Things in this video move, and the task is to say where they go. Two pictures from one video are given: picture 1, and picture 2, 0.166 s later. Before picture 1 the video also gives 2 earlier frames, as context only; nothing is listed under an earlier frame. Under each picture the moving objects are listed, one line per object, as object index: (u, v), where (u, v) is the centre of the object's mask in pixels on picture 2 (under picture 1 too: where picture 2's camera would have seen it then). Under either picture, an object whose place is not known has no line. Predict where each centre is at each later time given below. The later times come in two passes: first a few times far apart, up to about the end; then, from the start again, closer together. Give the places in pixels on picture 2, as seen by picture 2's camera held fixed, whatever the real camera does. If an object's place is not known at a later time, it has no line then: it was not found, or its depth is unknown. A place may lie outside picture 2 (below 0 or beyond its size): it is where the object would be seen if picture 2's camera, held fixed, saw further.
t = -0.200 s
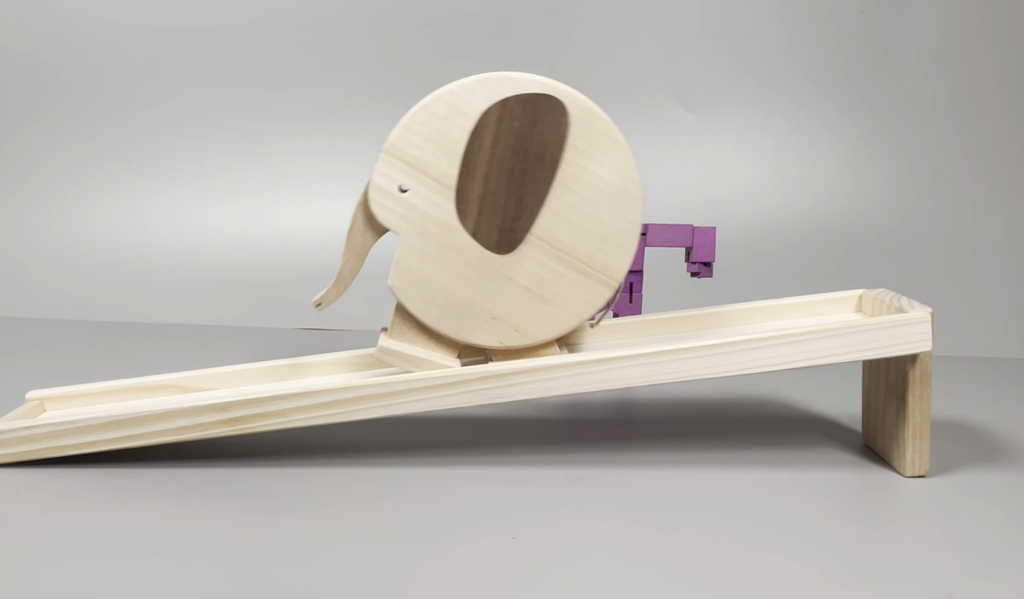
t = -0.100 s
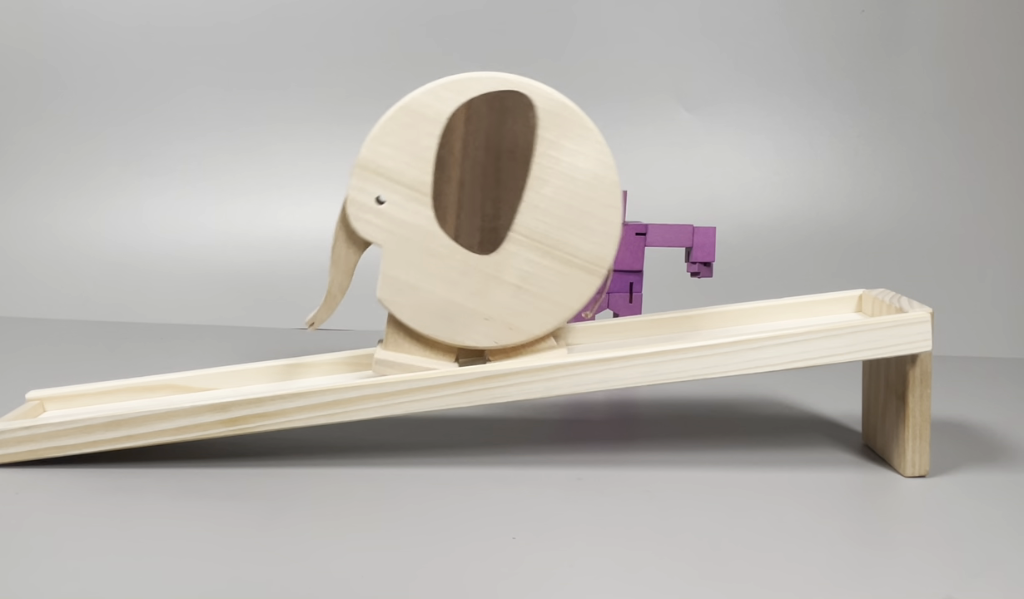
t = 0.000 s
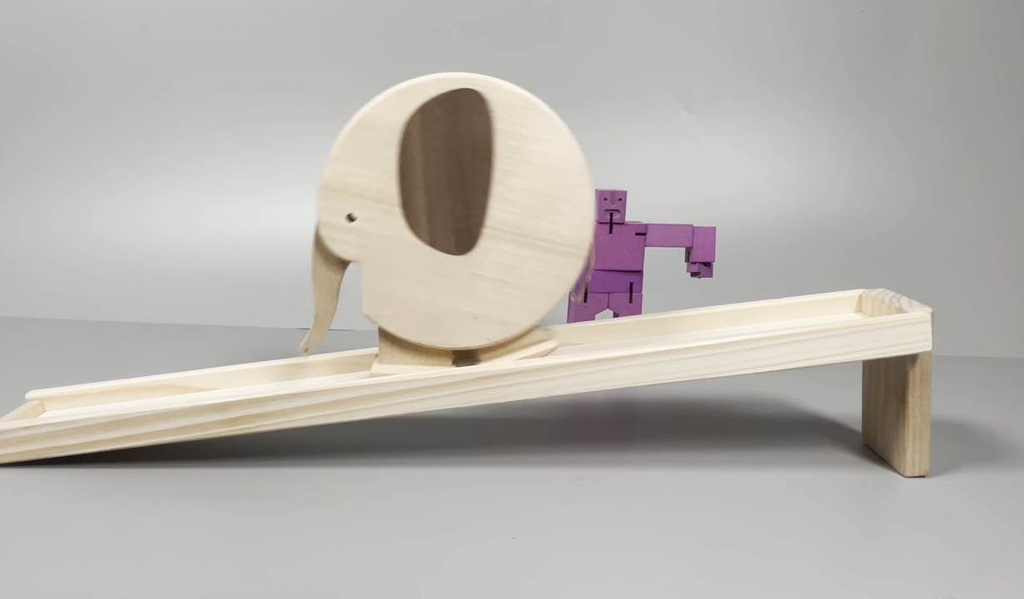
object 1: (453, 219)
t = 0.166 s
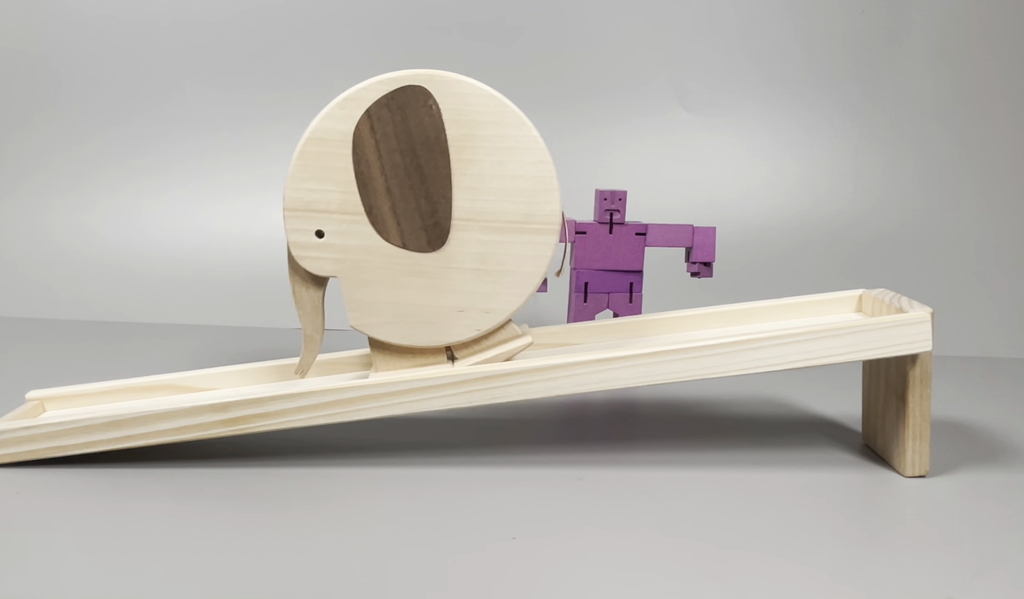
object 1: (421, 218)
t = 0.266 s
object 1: (430, 218)
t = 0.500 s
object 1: (470, 225)
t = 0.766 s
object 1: (441, 225)
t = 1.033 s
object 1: (384, 223)
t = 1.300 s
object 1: (433, 226)
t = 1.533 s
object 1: (421, 230)
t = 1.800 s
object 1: (358, 229)
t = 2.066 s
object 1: (374, 228)
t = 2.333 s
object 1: (393, 234)
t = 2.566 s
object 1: (348, 235)
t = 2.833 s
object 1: (316, 233)
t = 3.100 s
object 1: (357, 239)
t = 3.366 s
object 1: (329, 239)
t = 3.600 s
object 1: (277, 237)
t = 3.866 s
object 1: (317, 238)
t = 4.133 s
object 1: (311, 243)
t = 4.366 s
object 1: (258, 242)
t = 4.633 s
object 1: (255, 242)
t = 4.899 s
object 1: (287, 247)
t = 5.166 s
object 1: (240, 248)
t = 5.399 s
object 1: (204, 246)
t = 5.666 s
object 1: (252, 251)
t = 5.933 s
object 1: (227, 252)
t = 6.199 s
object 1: (168, 250)
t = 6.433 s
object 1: (206, 250)
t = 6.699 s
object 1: (209, 256)
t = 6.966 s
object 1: (148, 255)
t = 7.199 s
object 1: (147, 255)
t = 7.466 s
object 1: (184, 259)
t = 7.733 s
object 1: (140, 261)
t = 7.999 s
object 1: (116, 258)
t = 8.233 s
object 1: (148, 262)
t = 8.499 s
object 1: (132, 263)
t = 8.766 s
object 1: (97, 264)
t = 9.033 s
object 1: (120, 263)
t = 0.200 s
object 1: (422, 218)
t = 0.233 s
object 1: (425, 218)
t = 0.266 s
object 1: (430, 218)
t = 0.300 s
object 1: (438, 219)
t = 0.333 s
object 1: (447, 218)
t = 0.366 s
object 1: (456, 218)
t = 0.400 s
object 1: (464, 219)
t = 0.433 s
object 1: (470, 221)
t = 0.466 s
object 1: (472, 223)
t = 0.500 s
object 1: (470, 225)
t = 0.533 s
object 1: (471, 224)
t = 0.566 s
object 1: (471, 224)
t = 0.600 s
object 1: (468, 224)
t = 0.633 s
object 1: (464, 225)
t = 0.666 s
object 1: (459, 225)
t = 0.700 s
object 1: (453, 225)
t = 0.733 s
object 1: (447, 225)
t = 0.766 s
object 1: (441, 225)
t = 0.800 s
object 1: (434, 225)
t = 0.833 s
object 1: (425, 226)
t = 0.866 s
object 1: (416, 225)
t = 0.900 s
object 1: (407, 224)
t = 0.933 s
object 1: (398, 224)
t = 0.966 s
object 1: (391, 224)
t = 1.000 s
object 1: (386, 224)
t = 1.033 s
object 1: (384, 223)
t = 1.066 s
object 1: (385, 223)
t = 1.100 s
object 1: (388, 223)
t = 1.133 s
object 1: (393, 224)
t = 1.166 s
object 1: (401, 224)
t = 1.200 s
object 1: (409, 224)
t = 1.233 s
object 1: (417, 224)
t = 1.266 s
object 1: (426, 224)
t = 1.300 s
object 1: (433, 226)
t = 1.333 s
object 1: (435, 227)
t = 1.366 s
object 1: (434, 230)
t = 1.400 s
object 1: (434, 229)
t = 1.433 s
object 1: (434, 229)
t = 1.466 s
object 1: (432, 230)
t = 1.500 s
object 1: (427, 230)
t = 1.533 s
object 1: (421, 230)
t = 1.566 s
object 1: (415, 230)
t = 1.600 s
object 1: (409, 230)
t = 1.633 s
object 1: (403, 230)
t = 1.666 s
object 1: (396, 230)
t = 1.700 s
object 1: (387, 230)
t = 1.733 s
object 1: (377, 230)
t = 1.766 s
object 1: (367, 229)
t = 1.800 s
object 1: (358, 229)
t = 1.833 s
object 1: (351, 228)
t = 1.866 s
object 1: (347, 228)
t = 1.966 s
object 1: (351, 228)
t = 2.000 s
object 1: (357, 228)
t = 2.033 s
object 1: (365, 228)
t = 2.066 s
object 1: (374, 228)
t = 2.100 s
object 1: (383, 228)
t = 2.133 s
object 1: (392, 229)
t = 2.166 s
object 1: (397, 231)
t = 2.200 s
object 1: (398, 232)
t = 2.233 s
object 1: (396, 234)
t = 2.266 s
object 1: (397, 234)
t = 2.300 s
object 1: (396, 234)
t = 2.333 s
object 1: (393, 234)
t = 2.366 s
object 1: (388, 234)
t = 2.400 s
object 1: (383, 235)
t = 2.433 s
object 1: (377, 234)
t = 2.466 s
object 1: (371, 234)
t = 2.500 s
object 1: (365, 235)
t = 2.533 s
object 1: (357, 235)
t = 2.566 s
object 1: (348, 235)
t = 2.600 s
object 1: (339, 234)
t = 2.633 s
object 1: (329, 233)
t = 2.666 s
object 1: (321, 233)
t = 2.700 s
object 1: (315, 233)
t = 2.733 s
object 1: (312, 233)
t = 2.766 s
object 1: (311, 233)
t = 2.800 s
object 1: (313, 233)
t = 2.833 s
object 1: (316, 233)
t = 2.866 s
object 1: (322, 233)
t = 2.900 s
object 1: (330, 233)
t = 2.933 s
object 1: (338, 233)
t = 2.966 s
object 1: (346, 233)
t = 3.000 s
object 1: (354, 235)
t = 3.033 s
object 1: (358, 236)
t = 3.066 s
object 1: (358, 238)
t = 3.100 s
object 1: (357, 239)
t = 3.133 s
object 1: (358, 239)
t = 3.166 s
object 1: (358, 238)
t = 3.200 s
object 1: (355, 239)
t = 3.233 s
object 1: (351, 239)
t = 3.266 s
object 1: (346, 239)
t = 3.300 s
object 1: (341, 239)
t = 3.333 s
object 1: (335, 239)
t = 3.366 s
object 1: (329, 239)
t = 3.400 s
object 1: (322, 239)
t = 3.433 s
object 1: (314, 240)
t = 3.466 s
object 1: (305, 239)
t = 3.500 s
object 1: (295, 238)
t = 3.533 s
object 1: (288, 237)
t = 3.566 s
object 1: (281, 237)
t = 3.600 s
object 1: (277, 237)
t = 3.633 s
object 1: (275, 237)
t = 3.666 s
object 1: (276, 237)
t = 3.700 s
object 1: (279, 237)
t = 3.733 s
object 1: (285, 237)
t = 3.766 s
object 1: (292, 238)
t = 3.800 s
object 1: (300, 238)
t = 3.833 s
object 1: (308, 238)
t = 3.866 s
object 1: (317, 238)
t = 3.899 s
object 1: (322, 239)
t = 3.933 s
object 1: (324, 242)
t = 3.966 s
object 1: (322, 244)
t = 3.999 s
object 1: (323, 243)
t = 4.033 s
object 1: (323, 243)
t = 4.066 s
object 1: (320, 243)
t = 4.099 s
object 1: (316, 244)
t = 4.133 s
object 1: (311, 243)
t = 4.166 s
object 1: (305, 244)
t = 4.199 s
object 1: (299, 243)
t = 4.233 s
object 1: (293, 243)
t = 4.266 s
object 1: (285, 243)
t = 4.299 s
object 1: (277, 244)
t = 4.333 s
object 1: (267, 243)
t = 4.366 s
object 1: (258, 242)
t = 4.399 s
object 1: (250, 242)
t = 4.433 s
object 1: (244, 242)
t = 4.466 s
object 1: (240, 241)
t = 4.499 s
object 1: (239, 241)
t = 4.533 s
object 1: (240, 242)
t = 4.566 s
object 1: (243, 242)
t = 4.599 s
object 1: (248, 242)
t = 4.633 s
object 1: (255, 242)
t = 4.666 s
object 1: (263, 242)
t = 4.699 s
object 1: (272, 242)
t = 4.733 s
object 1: (280, 243)
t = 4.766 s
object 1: (285, 245)
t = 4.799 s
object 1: (287, 246)
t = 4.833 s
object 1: (286, 248)
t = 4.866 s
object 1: (288, 247)
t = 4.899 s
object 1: (287, 247)
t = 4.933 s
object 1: (284, 247)
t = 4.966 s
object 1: (280, 248)
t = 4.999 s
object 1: (275, 248)
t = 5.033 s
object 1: (269, 248)
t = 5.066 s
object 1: (263, 248)
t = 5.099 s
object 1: (256, 248)
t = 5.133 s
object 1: (249, 248)
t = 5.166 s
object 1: (240, 248)
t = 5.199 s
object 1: (230, 247)
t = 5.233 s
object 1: (221, 246)
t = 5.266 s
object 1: (213, 246)
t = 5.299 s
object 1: (207, 246)
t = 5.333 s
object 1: (204, 246)
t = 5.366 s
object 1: (203, 246)
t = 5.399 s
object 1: (204, 246)
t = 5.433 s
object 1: (208, 246)
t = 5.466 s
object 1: (215, 246)
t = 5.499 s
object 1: (222, 246)
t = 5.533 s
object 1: (230, 246)
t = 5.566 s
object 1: (239, 246)
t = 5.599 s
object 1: (247, 247)
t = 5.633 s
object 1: (251, 249)
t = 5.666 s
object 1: (252, 251)
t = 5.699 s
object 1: (251, 251)
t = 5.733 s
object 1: (253, 251)
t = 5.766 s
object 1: (252, 251)
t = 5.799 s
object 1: (249, 252)
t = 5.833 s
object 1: (244, 252)
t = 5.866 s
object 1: (239, 252)
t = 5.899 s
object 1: (233, 252)
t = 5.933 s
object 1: (227, 252)
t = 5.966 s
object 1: (220, 252)
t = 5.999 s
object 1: (212, 252)
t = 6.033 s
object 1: (202, 252)
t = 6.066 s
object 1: (193, 251)
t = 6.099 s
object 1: (184, 251)
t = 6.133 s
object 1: (176, 250)
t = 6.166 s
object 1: (171, 250)
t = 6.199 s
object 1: (168, 250)
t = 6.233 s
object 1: (168, 250)
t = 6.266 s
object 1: (170, 250)
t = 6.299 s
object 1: (174, 250)
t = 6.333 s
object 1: (181, 251)
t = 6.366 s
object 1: (189, 250)
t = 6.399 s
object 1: (197, 250)
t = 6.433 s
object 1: (206, 250)
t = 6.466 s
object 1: (212, 252)
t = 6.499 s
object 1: (215, 253)
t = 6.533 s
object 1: (215, 256)
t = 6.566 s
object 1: (217, 256)
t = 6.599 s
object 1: (218, 255)
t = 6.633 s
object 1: (217, 255)
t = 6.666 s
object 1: (213, 256)
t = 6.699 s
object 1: (209, 256)
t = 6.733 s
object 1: (203, 256)
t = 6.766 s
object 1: (197, 256)
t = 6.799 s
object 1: (191, 256)
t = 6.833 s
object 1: (185, 256)
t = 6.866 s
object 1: (176, 257)
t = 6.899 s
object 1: (167, 256)
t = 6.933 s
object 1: (157, 255)
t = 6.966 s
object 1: (148, 255)
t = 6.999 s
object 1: (141, 255)
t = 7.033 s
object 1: (137, 255)
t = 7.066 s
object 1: (135, 255)
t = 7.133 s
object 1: (137, 255)
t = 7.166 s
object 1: (141, 255)
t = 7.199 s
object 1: (147, 255)
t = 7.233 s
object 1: (156, 255)
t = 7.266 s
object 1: (164, 255)
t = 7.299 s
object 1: (173, 256)
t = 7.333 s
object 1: (180, 256)
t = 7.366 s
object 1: (183, 258)
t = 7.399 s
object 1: (182, 260)
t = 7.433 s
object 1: (183, 260)
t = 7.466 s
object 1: (184, 259)
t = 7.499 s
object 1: (182, 260)
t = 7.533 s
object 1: (178, 260)
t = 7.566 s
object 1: (173, 260)
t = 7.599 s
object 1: (167, 260)
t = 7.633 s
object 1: (161, 260)
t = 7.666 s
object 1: (155, 260)
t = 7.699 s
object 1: (149, 260)
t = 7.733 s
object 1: (140, 261)
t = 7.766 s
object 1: (134, 260)
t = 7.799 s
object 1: (128, 259)
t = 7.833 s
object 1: (122, 259)
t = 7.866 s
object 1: (118, 258)
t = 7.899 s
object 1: (116, 258)
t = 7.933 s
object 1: (115, 259)
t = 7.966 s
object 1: (115, 259)
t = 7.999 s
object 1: (116, 258)
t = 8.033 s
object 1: (119, 258)
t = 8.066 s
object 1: (123, 259)
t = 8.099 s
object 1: (129, 258)
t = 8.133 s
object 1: (134, 258)
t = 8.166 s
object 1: (140, 258)
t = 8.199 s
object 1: (145, 260)
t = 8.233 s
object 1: (148, 262)
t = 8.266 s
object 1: (149, 263)
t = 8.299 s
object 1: (150, 263)
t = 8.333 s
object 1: (150, 263)
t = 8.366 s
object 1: (148, 263)
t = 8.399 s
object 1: (145, 264)
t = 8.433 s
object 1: (140, 263)
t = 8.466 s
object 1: (136, 263)
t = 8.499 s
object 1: (132, 263)
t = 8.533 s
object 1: (128, 263)
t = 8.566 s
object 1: (124, 263)
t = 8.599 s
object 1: (118, 264)
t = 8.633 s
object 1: (113, 264)
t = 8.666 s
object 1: (108, 263)
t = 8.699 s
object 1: (103, 263)
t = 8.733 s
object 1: (99, 263)
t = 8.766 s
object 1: (97, 264)
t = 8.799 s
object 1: (97, 264)
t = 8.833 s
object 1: (97, 264)
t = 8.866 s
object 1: (99, 264)
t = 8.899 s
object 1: (101, 263)
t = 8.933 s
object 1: (105, 263)
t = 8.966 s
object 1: (110, 262)
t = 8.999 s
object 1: (115, 262)
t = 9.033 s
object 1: (120, 263)
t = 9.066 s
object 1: (122, 264)
